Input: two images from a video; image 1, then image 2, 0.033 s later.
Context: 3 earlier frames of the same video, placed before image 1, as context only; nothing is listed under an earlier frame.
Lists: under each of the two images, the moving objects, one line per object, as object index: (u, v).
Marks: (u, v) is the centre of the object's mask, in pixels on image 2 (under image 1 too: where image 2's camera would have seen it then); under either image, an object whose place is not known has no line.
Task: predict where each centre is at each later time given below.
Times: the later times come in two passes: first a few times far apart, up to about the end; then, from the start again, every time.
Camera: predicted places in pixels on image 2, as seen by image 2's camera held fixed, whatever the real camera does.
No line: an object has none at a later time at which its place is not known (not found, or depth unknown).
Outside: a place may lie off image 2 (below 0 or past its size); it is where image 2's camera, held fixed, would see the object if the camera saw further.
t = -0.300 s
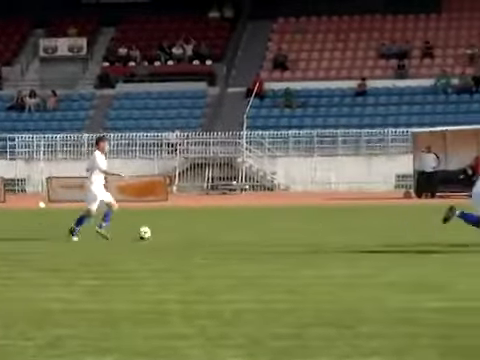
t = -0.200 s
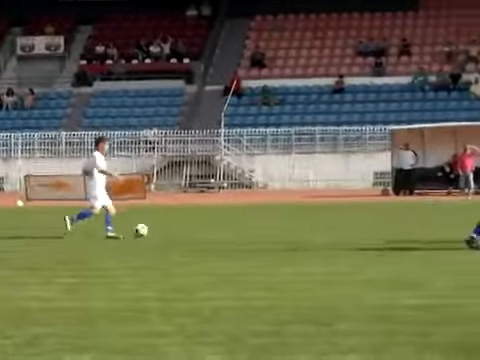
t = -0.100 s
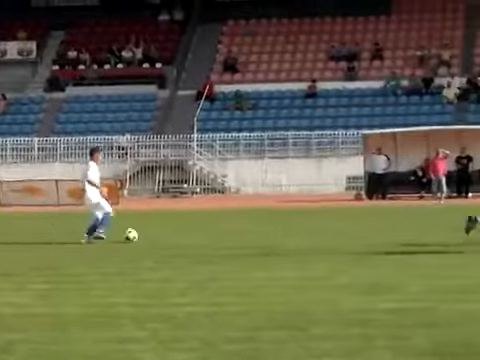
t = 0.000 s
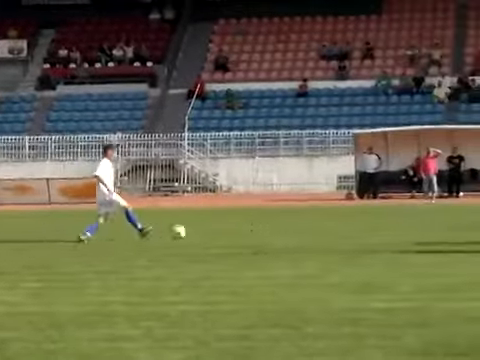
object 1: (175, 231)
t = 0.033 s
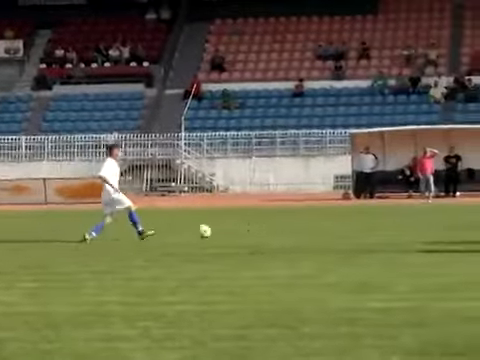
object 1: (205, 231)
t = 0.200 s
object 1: (322, 222)
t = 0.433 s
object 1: (459, 221)
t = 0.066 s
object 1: (230, 230)
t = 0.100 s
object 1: (253, 227)
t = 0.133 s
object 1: (278, 225)
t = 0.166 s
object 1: (300, 223)
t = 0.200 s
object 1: (322, 222)
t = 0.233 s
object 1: (345, 222)
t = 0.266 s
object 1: (367, 224)
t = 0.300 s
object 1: (388, 225)
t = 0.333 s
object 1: (407, 225)
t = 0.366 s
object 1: (424, 223)
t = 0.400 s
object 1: (441, 221)
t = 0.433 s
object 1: (459, 221)
